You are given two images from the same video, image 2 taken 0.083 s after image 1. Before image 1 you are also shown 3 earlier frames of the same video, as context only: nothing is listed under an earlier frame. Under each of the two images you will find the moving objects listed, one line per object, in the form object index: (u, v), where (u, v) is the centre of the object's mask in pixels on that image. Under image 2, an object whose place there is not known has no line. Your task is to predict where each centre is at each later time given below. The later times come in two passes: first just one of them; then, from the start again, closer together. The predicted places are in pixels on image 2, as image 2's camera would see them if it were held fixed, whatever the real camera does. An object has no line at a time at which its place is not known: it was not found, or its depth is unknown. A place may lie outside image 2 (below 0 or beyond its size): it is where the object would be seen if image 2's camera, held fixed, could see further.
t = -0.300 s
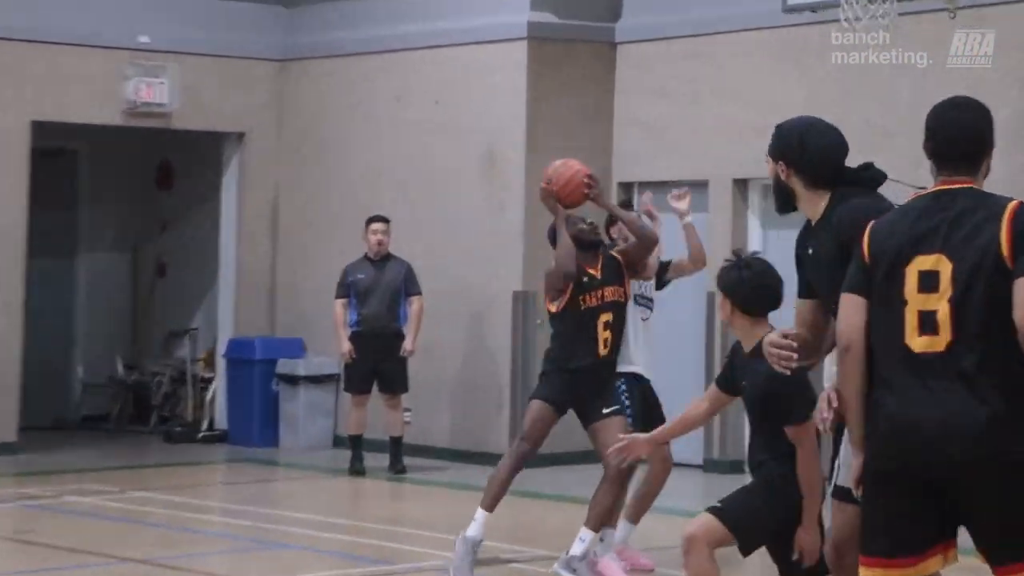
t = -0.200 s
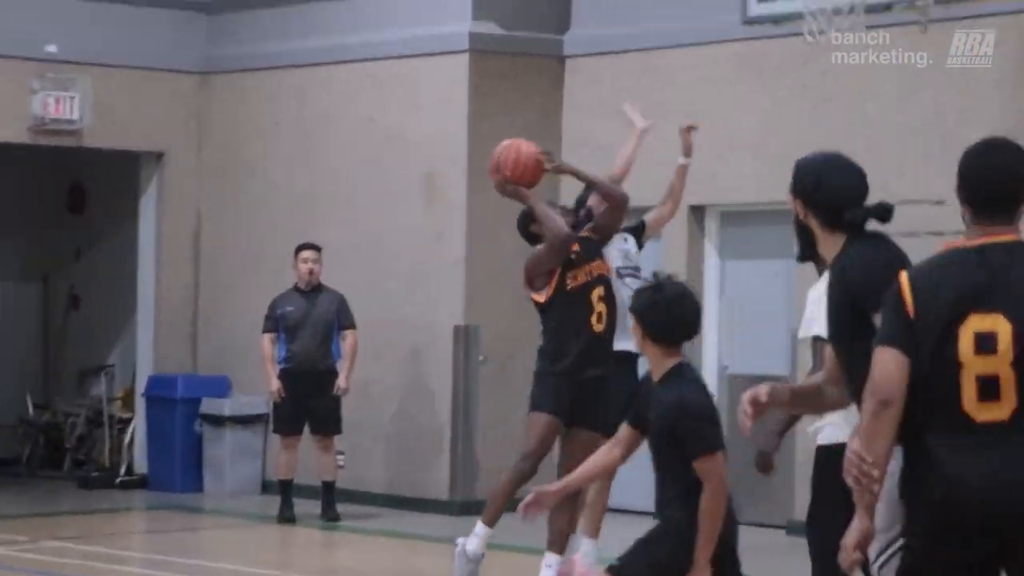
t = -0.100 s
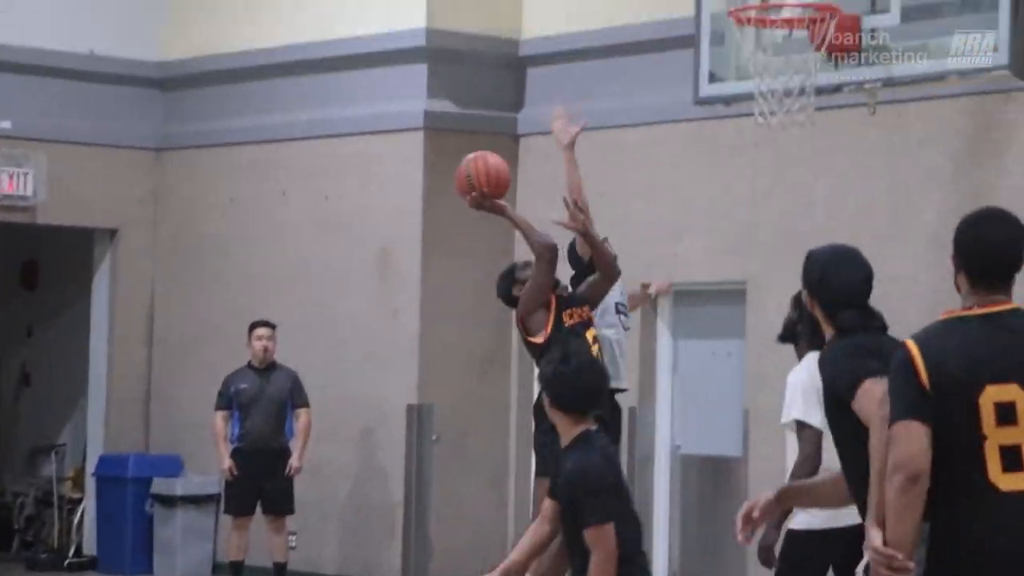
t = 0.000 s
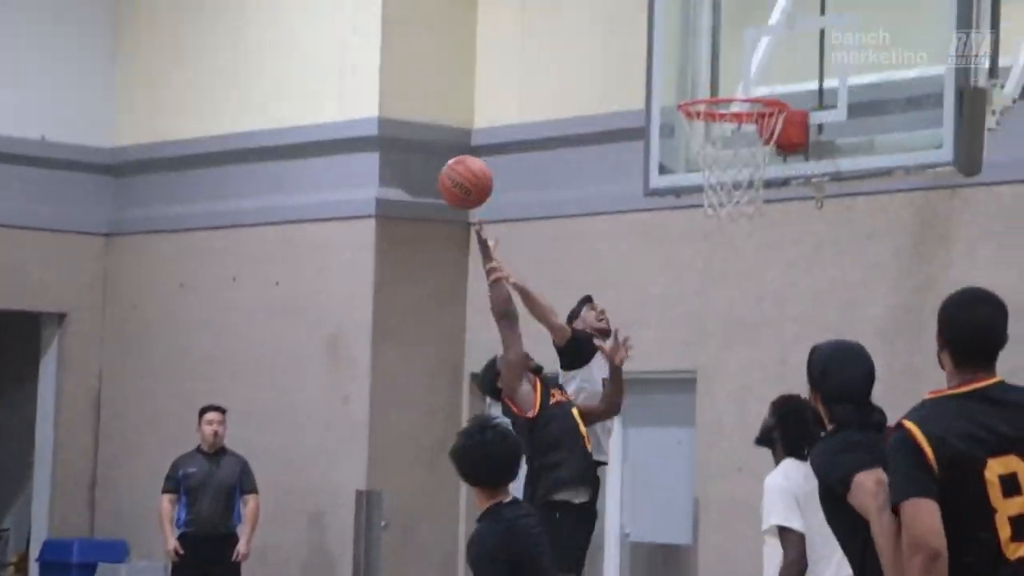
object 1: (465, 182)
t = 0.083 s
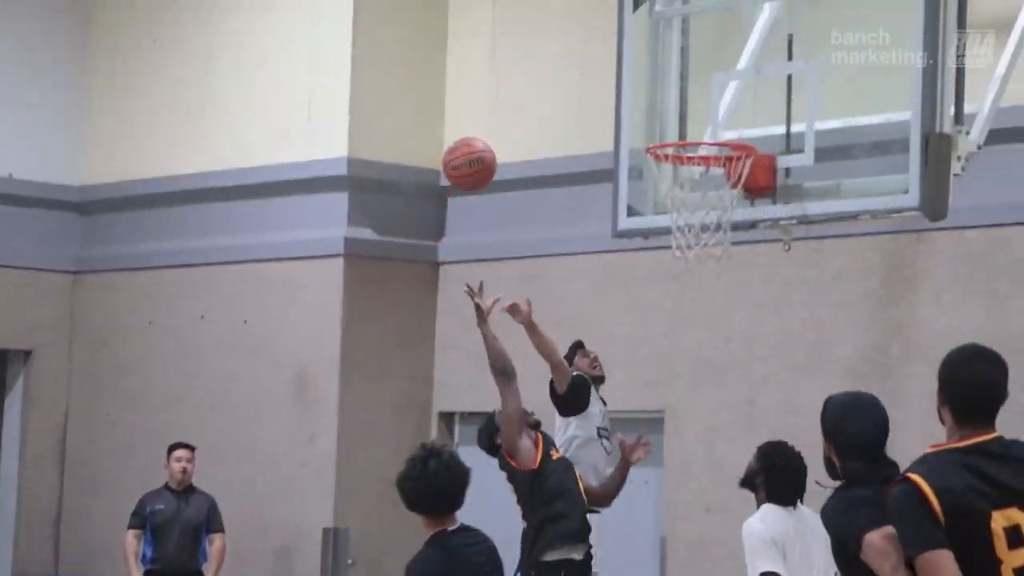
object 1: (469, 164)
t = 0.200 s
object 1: (514, 108)
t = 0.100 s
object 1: (476, 154)
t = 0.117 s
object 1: (482, 145)
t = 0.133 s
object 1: (489, 136)
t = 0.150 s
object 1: (495, 128)
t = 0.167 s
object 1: (501, 121)
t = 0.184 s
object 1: (508, 114)
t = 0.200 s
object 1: (514, 108)
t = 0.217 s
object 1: (521, 102)
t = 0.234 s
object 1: (527, 98)
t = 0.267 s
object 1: (540, 89)
